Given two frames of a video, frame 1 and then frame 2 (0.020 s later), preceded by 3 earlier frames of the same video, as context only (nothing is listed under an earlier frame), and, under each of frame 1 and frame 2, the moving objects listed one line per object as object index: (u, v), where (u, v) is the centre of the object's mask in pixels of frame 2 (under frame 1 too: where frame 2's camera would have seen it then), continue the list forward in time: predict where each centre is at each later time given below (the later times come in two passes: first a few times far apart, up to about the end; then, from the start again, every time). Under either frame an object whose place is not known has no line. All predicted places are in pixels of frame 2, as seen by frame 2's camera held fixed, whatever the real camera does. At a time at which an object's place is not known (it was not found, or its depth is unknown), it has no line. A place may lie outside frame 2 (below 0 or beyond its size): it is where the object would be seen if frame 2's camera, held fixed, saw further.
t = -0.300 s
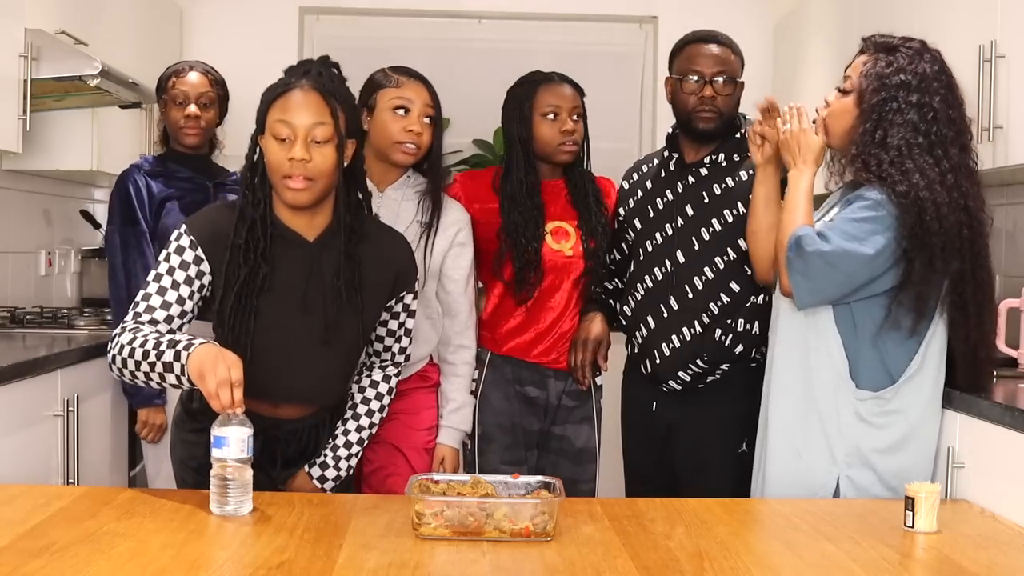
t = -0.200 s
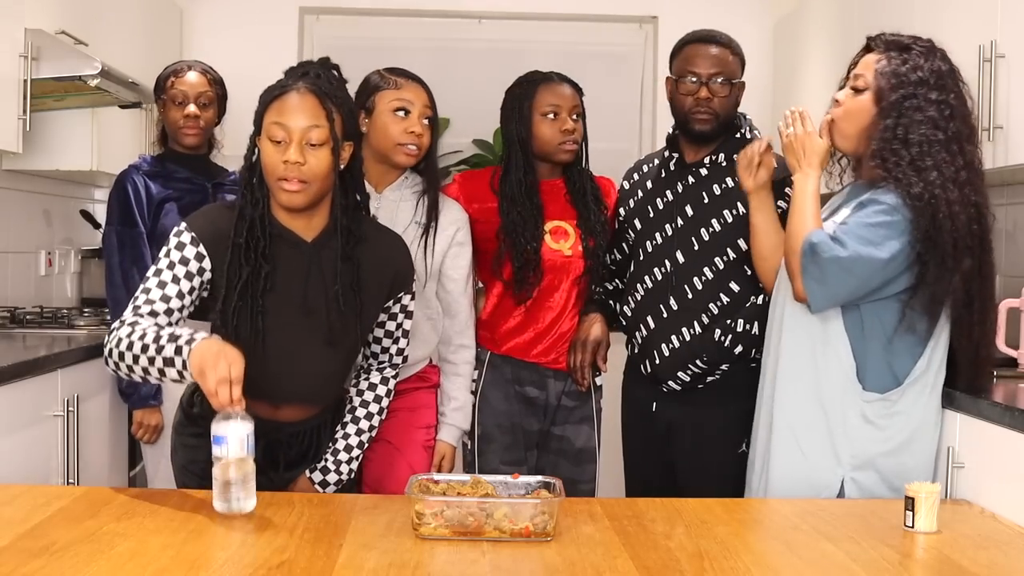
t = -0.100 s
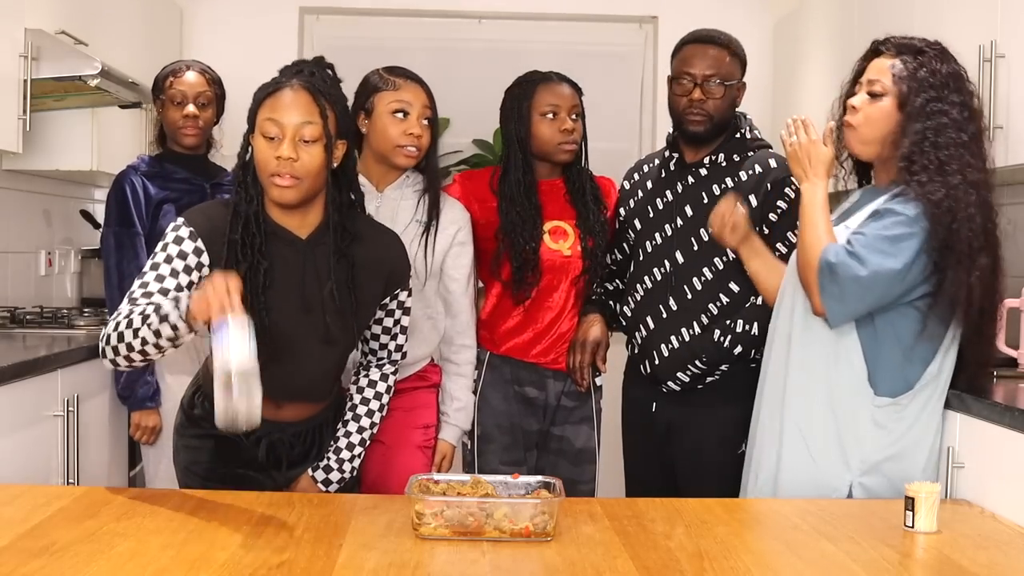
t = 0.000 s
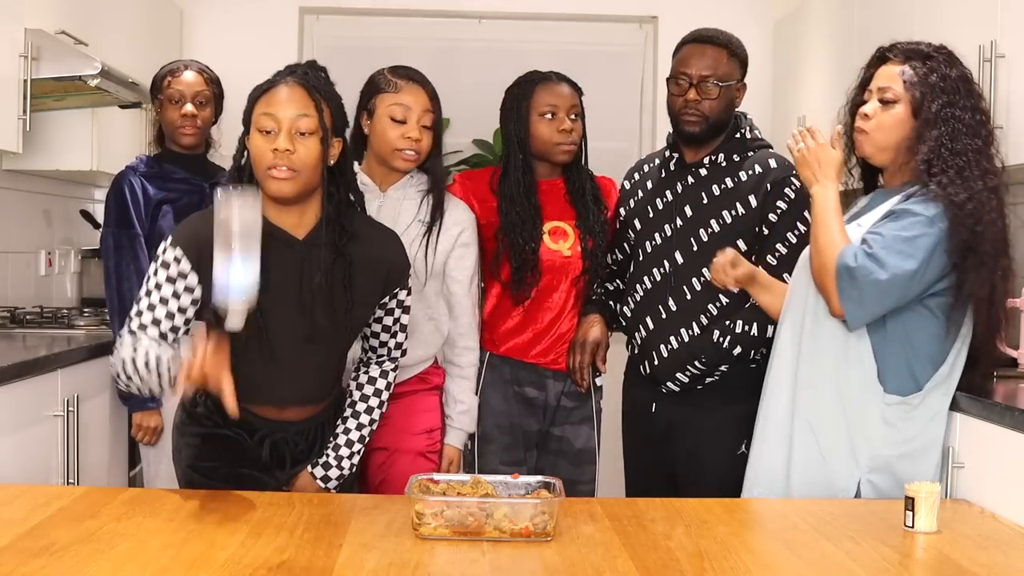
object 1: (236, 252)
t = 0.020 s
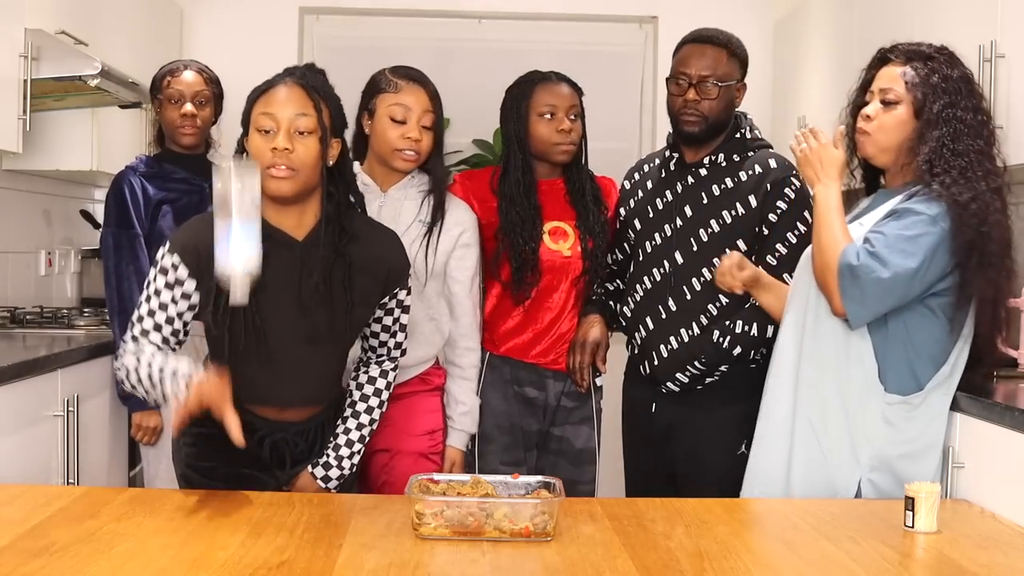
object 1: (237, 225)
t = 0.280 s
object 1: (229, 120)
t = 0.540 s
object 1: (213, 523)
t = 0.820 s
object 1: (212, 529)
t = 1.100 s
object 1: (211, 529)
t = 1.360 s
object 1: (211, 529)
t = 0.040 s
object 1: (237, 201)
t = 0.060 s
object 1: (237, 180)
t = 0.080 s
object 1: (236, 161)
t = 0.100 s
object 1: (236, 144)
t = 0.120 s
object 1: (235, 130)
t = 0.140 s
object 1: (235, 116)
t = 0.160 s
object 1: (234, 107)
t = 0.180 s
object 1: (234, 101)
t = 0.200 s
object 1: (233, 98)
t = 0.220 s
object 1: (233, 98)
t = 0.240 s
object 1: (232, 101)
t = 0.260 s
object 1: (230, 110)
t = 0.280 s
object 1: (229, 120)
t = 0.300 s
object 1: (227, 134)
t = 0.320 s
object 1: (227, 152)
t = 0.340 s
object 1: (225, 172)
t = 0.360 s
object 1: (224, 196)
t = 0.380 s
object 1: (222, 225)
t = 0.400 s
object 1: (221, 257)
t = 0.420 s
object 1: (219, 293)
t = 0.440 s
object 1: (219, 327)
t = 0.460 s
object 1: (216, 377)
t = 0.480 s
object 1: (215, 427)
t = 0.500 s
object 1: (214, 481)
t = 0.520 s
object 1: (212, 513)
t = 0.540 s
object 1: (213, 523)
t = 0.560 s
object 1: (212, 523)
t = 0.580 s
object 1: (212, 524)
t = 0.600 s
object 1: (214, 525)
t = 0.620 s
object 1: (214, 525)
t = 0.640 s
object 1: (214, 526)
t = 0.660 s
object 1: (213, 526)
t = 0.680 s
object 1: (211, 527)
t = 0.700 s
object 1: (211, 527)
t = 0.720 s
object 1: (212, 528)
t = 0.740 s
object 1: (212, 528)
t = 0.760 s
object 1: (212, 528)
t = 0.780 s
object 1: (212, 529)
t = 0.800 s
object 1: (212, 529)
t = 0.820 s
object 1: (212, 529)
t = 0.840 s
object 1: (211, 529)
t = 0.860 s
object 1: (211, 529)
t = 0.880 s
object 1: (211, 529)
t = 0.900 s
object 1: (211, 529)
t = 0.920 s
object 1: (211, 529)
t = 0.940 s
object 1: (211, 529)
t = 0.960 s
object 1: (211, 529)
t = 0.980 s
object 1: (211, 529)
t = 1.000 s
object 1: (211, 529)
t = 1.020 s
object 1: (212, 529)
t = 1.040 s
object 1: (211, 529)
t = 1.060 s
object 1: (211, 529)
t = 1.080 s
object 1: (211, 529)
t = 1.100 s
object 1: (211, 529)
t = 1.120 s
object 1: (212, 529)
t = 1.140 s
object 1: (211, 529)
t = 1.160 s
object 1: (211, 529)
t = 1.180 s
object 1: (211, 529)
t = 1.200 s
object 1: (211, 529)
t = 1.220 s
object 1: (211, 529)
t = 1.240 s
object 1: (211, 529)
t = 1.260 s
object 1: (211, 529)
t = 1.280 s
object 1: (211, 529)
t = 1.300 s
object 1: (211, 529)
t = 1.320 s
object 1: (211, 529)
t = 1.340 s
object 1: (211, 529)
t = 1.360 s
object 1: (211, 529)
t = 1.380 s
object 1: (211, 529)
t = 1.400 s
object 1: (211, 529)
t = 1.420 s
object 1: (211, 529)
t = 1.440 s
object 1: (211, 529)
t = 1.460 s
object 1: (211, 529)
